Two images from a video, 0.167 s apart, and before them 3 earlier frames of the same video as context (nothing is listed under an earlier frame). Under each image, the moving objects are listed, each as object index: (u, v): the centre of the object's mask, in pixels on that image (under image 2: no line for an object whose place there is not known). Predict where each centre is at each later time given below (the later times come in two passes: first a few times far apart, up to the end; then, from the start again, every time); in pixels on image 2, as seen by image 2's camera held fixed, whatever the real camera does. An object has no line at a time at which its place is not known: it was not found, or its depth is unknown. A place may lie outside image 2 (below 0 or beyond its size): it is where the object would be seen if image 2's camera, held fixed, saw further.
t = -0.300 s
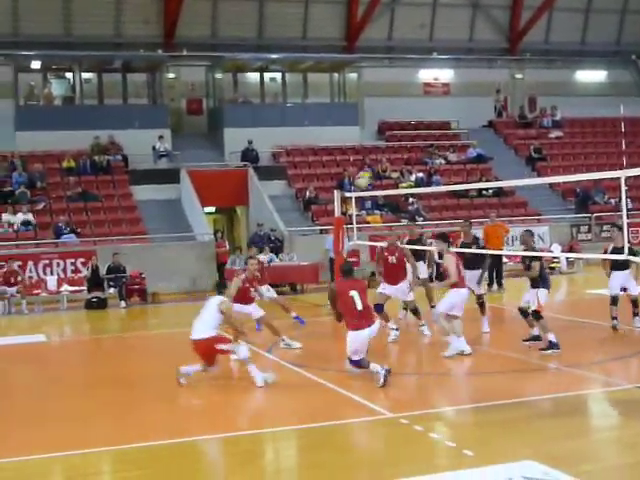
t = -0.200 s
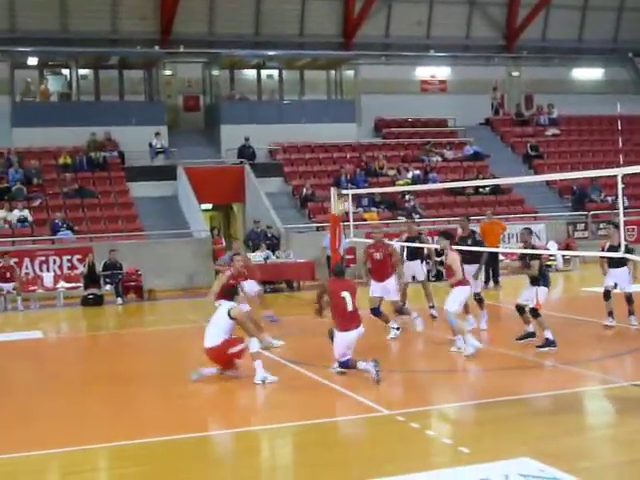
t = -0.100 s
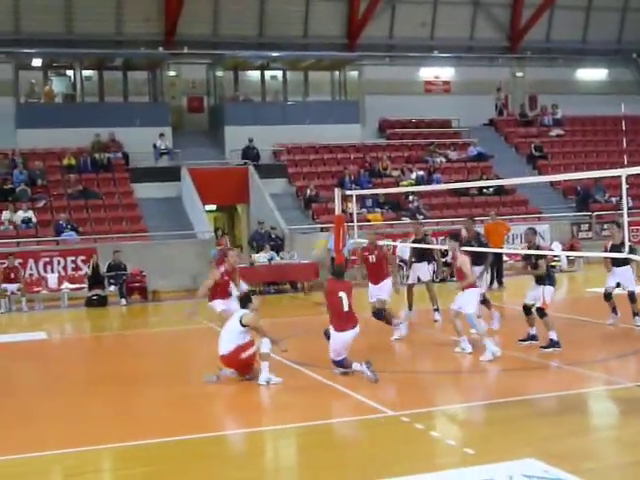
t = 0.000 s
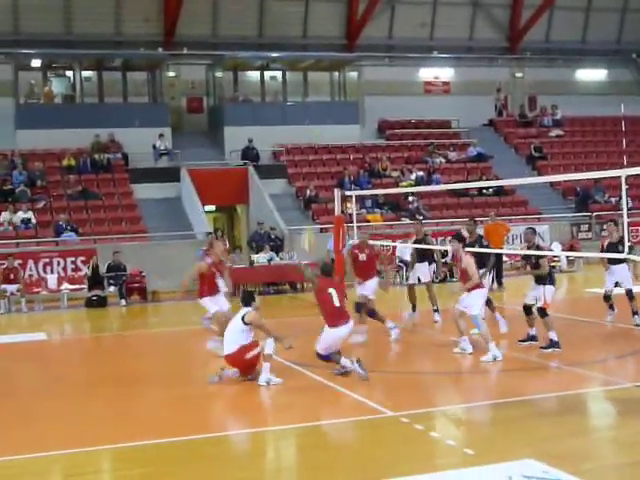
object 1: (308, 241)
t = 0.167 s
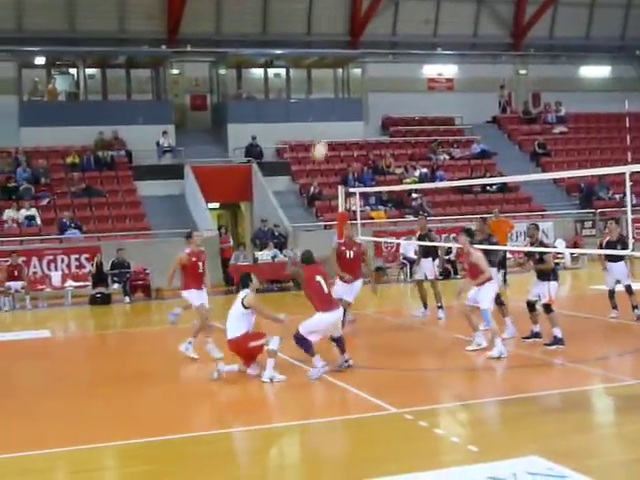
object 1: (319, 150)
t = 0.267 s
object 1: (322, 110)
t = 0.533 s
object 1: (333, 42)
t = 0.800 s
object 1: (346, 30)
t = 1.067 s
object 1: (361, 68)
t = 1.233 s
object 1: (373, 119)
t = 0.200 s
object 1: (321, 137)
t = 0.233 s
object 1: (321, 120)
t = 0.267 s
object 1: (322, 110)
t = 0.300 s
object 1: (323, 99)
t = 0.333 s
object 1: (324, 88)
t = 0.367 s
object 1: (326, 78)
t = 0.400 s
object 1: (327, 66)
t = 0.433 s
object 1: (328, 60)
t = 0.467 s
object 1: (330, 54)
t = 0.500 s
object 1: (331, 48)
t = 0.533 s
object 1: (333, 42)
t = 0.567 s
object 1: (334, 38)
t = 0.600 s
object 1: (336, 35)
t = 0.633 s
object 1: (338, 31)
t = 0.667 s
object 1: (340, 29)
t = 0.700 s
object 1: (342, 28)
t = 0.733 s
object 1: (343, 27)
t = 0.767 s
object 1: (345, 28)
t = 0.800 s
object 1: (346, 30)
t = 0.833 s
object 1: (348, 32)
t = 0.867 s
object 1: (349, 34)
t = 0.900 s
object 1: (351, 38)
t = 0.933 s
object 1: (353, 41)
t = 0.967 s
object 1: (355, 46)
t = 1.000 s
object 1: (357, 54)
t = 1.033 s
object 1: (359, 60)
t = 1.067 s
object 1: (361, 68)
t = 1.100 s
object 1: (364, 78)
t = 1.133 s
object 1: (365, 87)
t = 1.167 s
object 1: (366, 96)
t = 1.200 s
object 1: (369, 106)
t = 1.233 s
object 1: (373, 119)
